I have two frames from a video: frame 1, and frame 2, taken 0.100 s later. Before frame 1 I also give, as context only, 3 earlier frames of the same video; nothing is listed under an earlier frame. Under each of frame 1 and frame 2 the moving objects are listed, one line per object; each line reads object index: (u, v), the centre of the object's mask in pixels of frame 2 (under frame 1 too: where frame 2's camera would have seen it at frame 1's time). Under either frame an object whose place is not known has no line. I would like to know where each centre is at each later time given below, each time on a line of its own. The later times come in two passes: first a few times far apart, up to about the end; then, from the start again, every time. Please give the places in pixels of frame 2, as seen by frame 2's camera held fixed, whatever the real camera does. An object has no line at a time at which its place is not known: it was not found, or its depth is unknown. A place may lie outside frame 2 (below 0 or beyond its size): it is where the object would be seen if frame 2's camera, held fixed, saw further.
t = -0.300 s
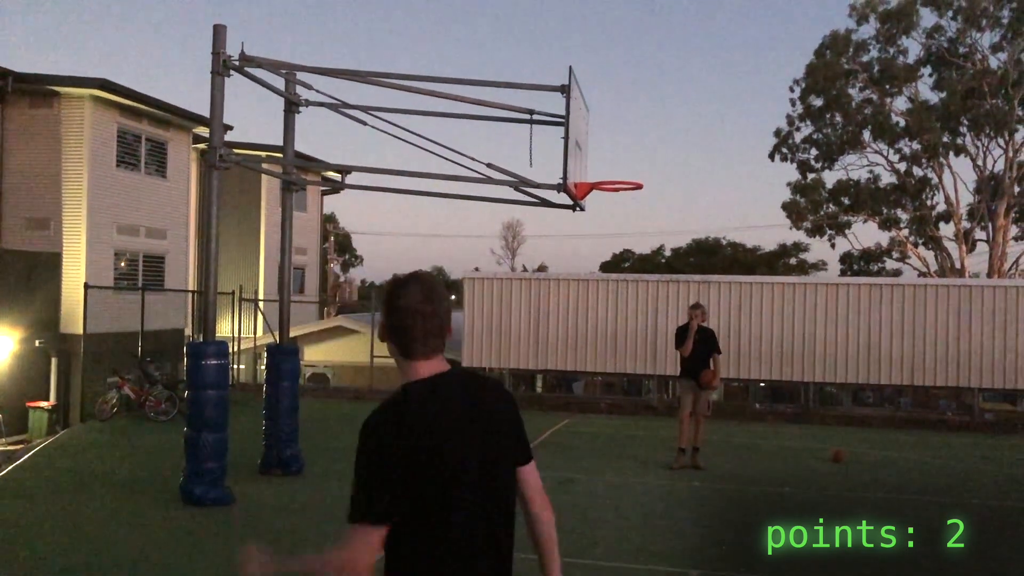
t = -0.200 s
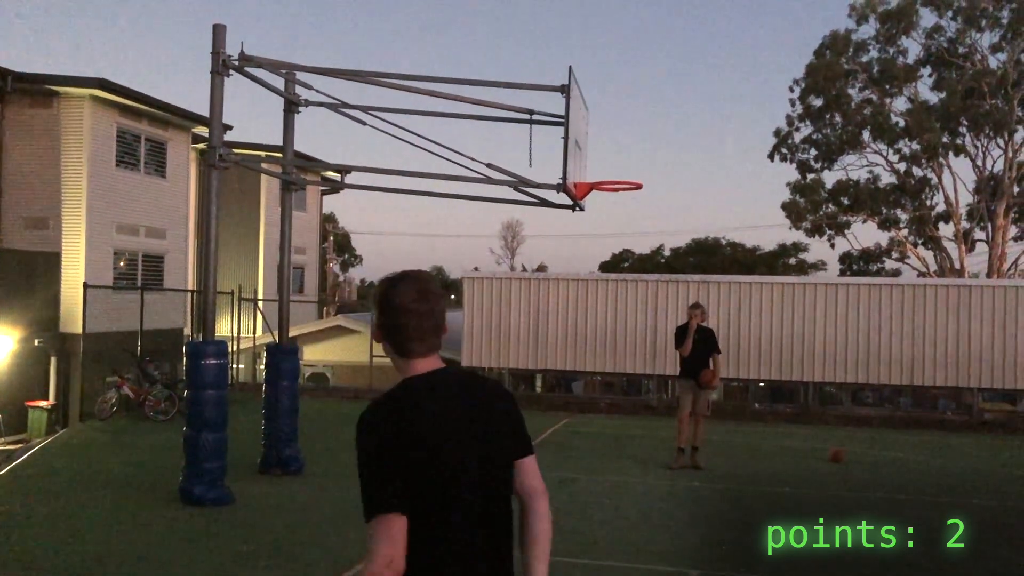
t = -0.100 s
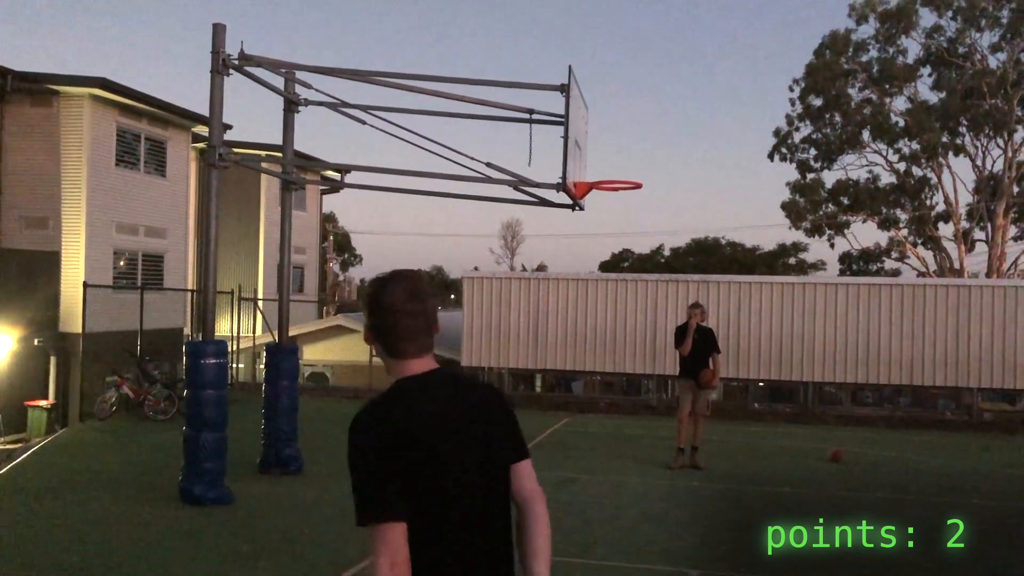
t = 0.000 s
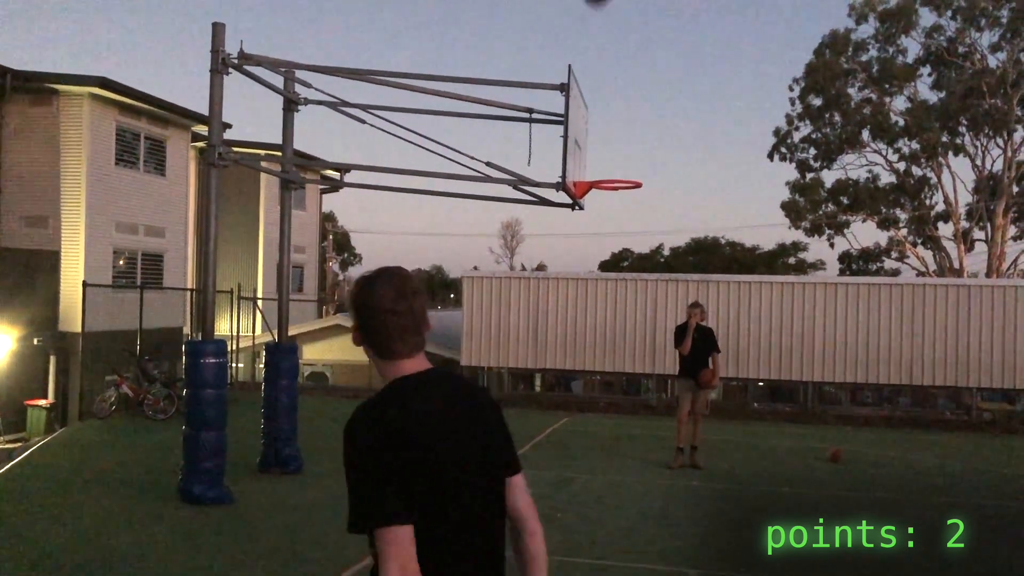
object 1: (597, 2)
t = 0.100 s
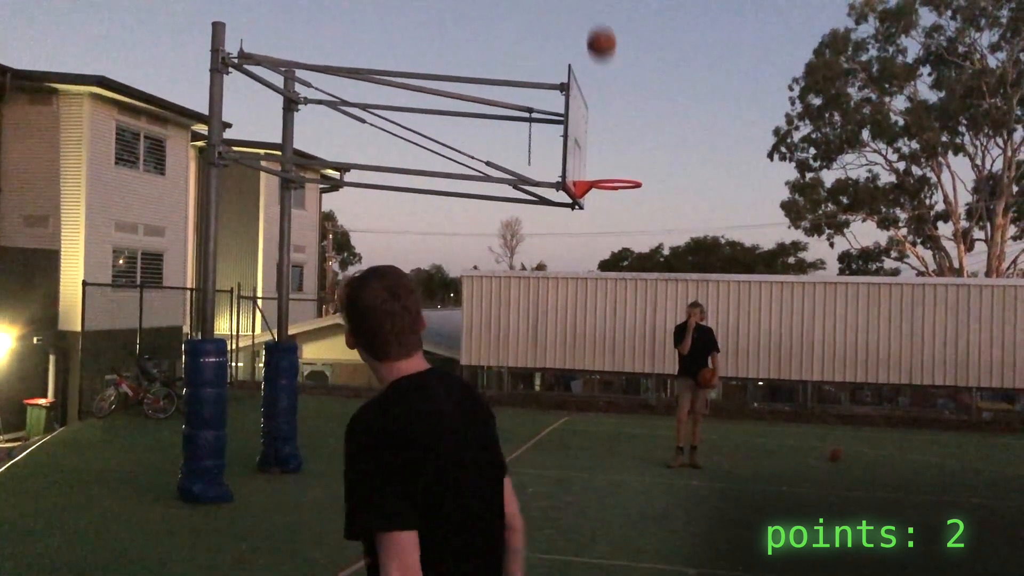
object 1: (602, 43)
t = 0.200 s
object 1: (605, 103)
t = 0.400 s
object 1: (619, 165)
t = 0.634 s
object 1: (642, 188)
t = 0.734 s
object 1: (650, 211)
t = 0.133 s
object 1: (603, 62)
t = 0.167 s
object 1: (604, 81)
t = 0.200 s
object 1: (605, 103)
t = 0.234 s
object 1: (606, 122)
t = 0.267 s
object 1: (607, 143)
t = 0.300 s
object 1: (607, 165)
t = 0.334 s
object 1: (611, 168)
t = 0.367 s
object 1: (615, 166)
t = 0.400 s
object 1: (619, 165)
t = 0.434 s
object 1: (622, 165)
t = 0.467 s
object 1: (626, 166)
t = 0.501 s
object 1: (629, 168)
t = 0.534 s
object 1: (633, 170)
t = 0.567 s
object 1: (637, 174)
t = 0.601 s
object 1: (639, 182)
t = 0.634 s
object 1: (642, 188)
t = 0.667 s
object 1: (644, 195)
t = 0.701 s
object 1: (647, 202)
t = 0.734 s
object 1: (650, 211)
